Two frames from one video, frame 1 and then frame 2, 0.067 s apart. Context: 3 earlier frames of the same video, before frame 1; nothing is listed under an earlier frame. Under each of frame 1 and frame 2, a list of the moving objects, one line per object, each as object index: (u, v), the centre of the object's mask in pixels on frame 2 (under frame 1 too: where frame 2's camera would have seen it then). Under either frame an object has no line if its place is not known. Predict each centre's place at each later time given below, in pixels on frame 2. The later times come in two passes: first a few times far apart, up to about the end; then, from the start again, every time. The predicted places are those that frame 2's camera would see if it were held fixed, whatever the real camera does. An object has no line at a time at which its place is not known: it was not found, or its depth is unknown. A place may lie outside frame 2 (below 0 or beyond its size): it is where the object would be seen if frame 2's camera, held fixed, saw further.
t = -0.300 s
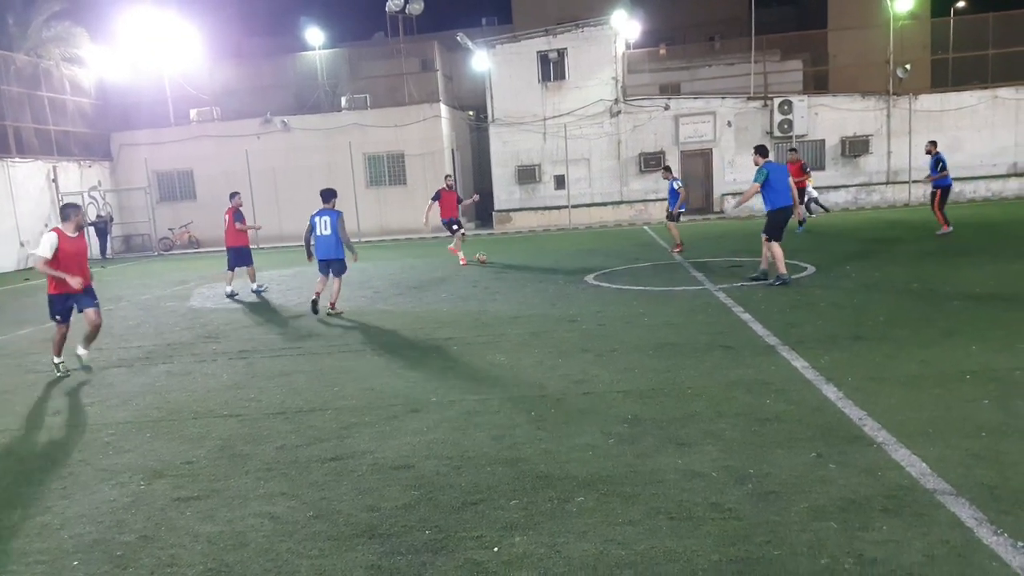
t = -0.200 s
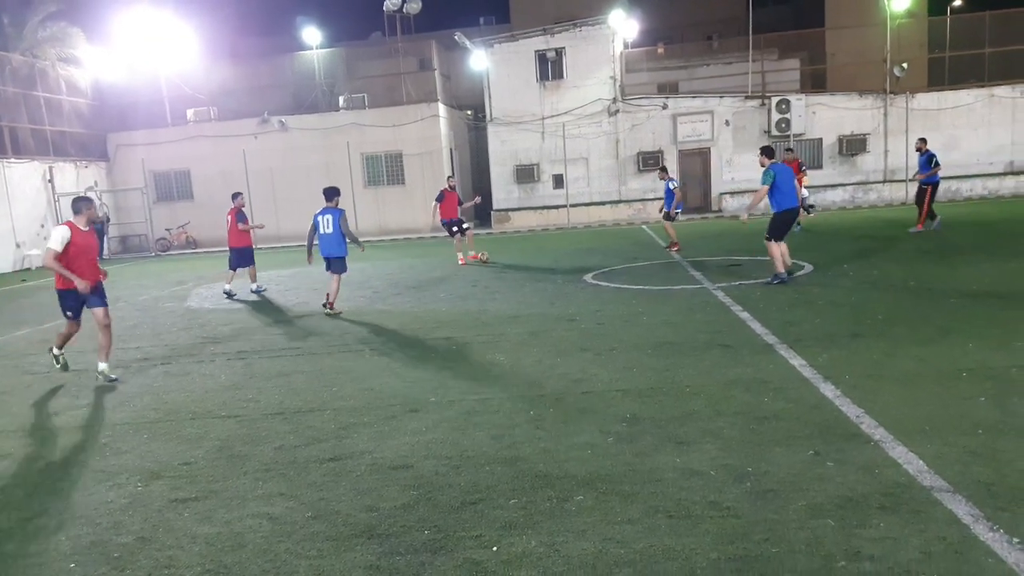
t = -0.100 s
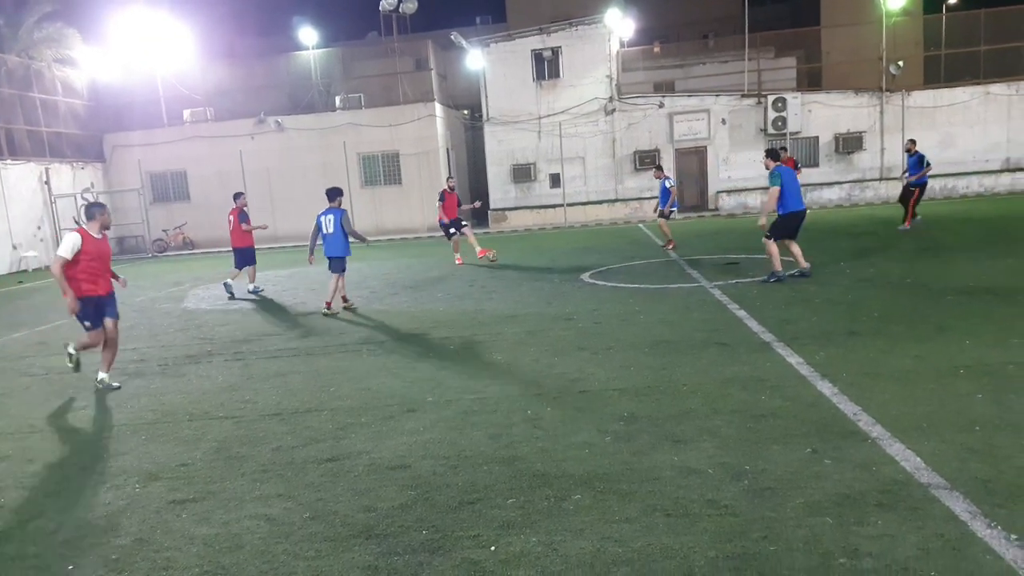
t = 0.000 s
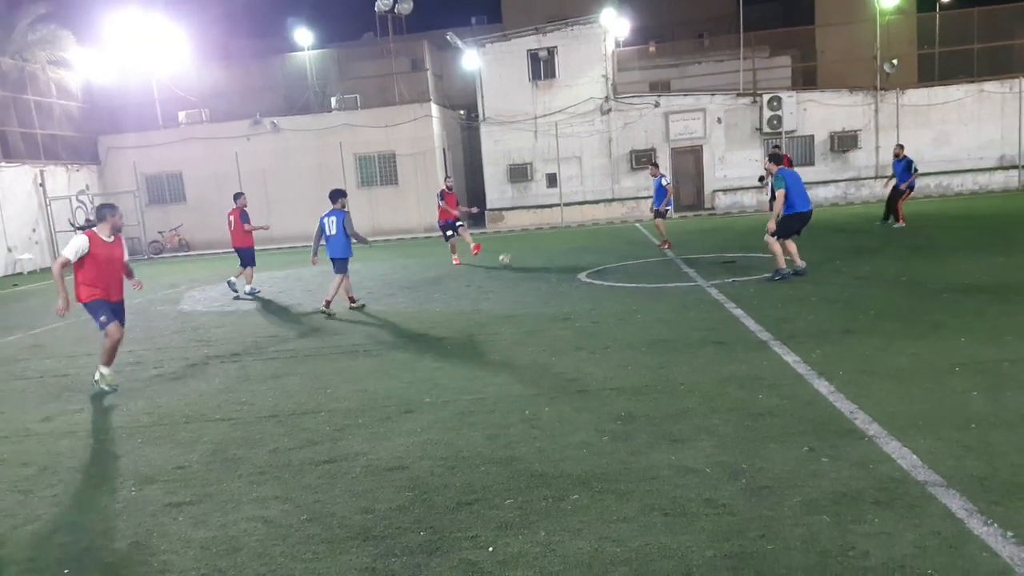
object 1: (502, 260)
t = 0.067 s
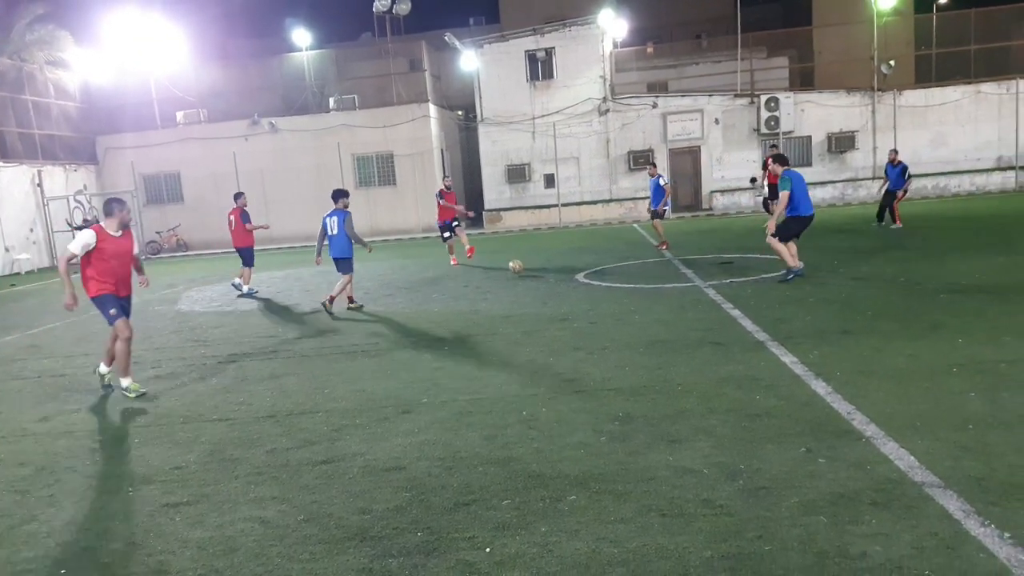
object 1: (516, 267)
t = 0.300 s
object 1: (563, 279)
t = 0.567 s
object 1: (629, 303)
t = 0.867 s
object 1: (718, 333)
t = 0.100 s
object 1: (522, 271)
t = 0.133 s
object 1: (528, 271)
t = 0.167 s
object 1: (534, 271)
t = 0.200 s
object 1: (541, 272)
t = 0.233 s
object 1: (548, 273)
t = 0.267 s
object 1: (555, 276)
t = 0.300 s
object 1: (563, 279)
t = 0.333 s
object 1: (571, 284)
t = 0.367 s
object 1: (579, 287)
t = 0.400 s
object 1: (586, 287)
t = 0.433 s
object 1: (593, 287)
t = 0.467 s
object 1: (601, 290)
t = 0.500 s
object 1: (610, 293)
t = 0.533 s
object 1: (619, 297)
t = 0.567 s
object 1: (629, 303)
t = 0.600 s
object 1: (638, 308)
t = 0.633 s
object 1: (647, 308)
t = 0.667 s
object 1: (656, 308)
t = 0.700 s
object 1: (664, 310)
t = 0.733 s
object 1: (673, 313)
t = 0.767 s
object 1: (684, 317)
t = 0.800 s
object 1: (695, 323)
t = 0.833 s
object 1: (707, 332)
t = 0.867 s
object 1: (718, 333)
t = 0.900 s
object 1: (730, 334)
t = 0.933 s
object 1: (743, 338)
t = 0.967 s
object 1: (757, 343)
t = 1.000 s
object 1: (774, 349)
